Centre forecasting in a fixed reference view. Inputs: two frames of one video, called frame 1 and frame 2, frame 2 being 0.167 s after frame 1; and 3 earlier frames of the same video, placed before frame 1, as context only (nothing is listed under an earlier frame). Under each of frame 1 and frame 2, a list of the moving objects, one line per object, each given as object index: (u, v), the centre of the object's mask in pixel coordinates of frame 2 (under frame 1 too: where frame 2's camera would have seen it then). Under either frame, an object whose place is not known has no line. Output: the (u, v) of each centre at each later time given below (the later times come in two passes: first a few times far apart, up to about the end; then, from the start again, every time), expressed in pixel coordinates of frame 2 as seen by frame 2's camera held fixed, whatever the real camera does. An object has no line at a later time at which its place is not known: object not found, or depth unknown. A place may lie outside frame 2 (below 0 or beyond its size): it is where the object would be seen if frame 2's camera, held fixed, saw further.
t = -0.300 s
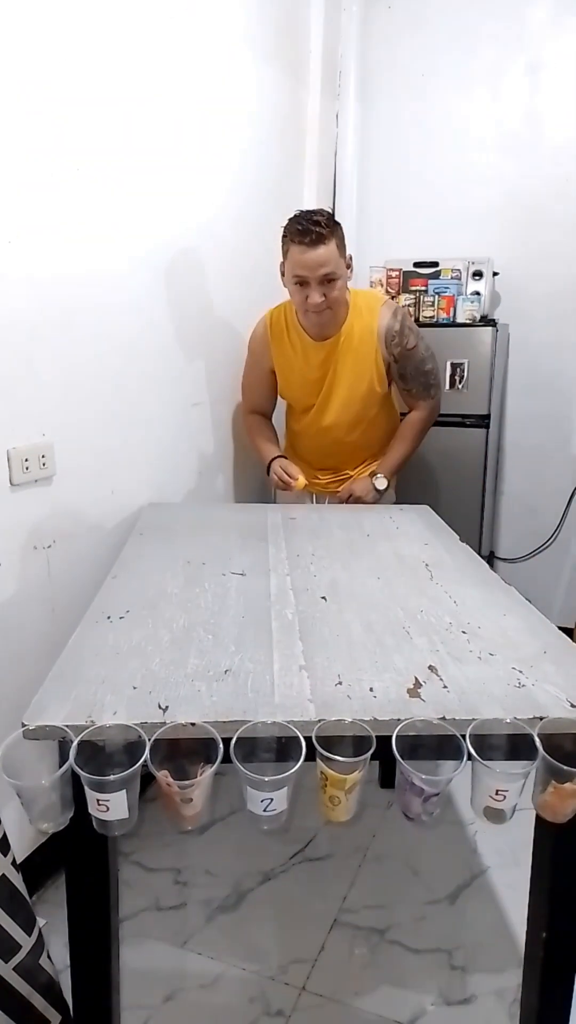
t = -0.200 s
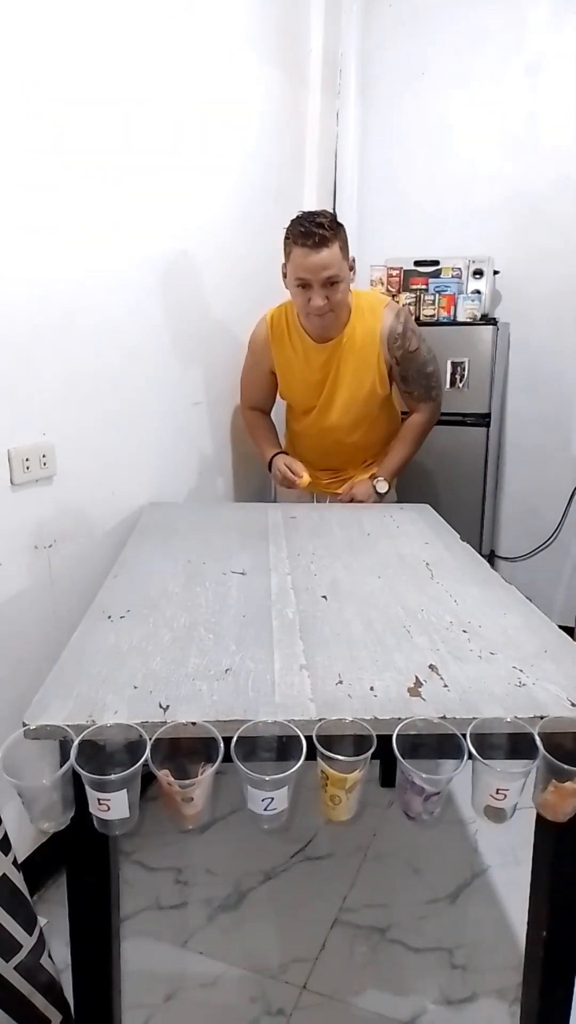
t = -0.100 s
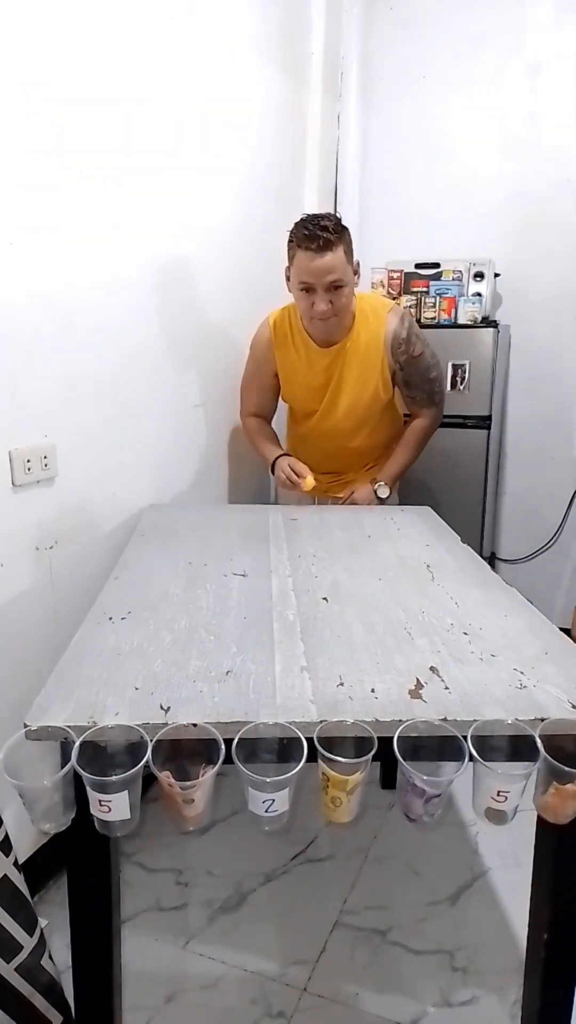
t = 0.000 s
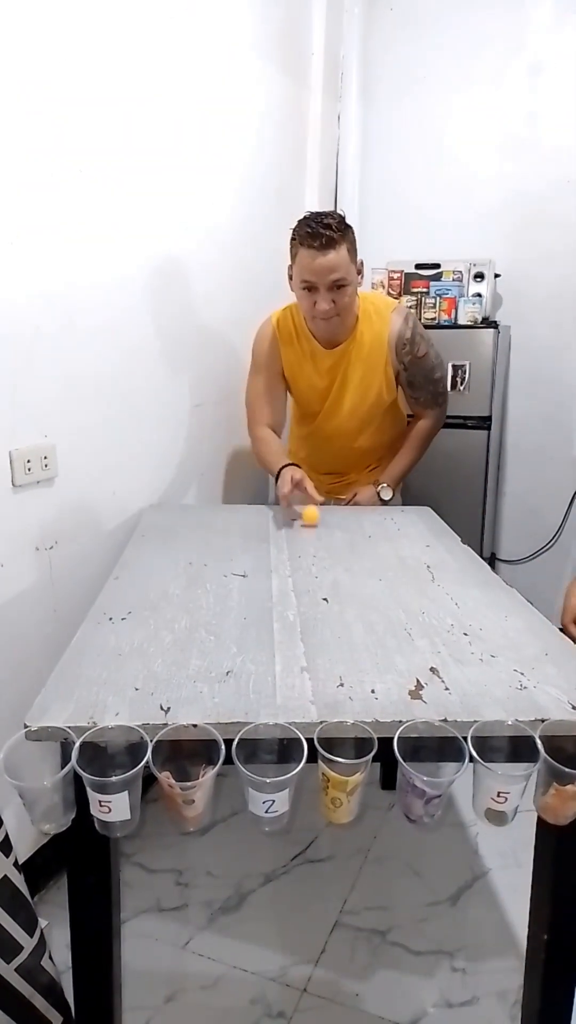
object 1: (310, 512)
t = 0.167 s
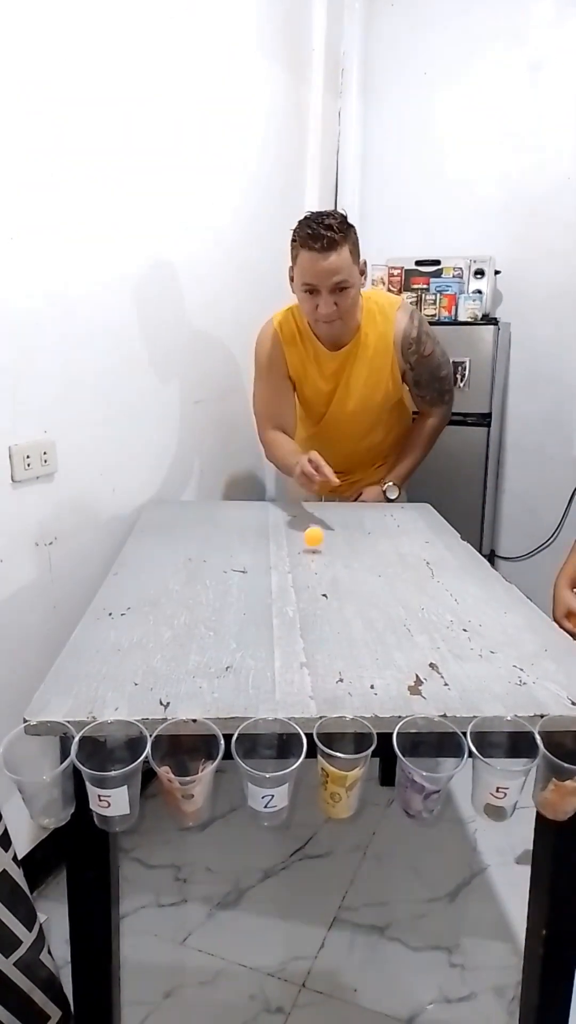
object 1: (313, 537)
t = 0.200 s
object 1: (313, 545)
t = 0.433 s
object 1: (303, 596)
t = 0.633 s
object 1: (289, 649)
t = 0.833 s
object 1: (273, 699)
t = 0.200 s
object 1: (313, 545)
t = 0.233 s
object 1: (312, 552)
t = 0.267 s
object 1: (311, 560)
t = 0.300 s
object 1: (309, 569)
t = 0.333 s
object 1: (308, 577)
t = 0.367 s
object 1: (306, 585)
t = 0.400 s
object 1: (305, 588)
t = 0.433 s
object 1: (303, 596)
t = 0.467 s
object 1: (301, 605)
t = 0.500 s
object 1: (299, 613)
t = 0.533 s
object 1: (296, 622)
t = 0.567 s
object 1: (295, 630)
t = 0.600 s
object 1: (293, 639)
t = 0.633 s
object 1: (289, 649)
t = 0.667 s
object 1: (288, 658)
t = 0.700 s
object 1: (285, 667)
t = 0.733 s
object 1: (284, 672)
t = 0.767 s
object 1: (279, 682)
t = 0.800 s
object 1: (276, 692)
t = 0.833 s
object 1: (273, 699)
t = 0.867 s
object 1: (270, 722)
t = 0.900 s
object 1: (268, 765)
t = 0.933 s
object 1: (269, 774)
